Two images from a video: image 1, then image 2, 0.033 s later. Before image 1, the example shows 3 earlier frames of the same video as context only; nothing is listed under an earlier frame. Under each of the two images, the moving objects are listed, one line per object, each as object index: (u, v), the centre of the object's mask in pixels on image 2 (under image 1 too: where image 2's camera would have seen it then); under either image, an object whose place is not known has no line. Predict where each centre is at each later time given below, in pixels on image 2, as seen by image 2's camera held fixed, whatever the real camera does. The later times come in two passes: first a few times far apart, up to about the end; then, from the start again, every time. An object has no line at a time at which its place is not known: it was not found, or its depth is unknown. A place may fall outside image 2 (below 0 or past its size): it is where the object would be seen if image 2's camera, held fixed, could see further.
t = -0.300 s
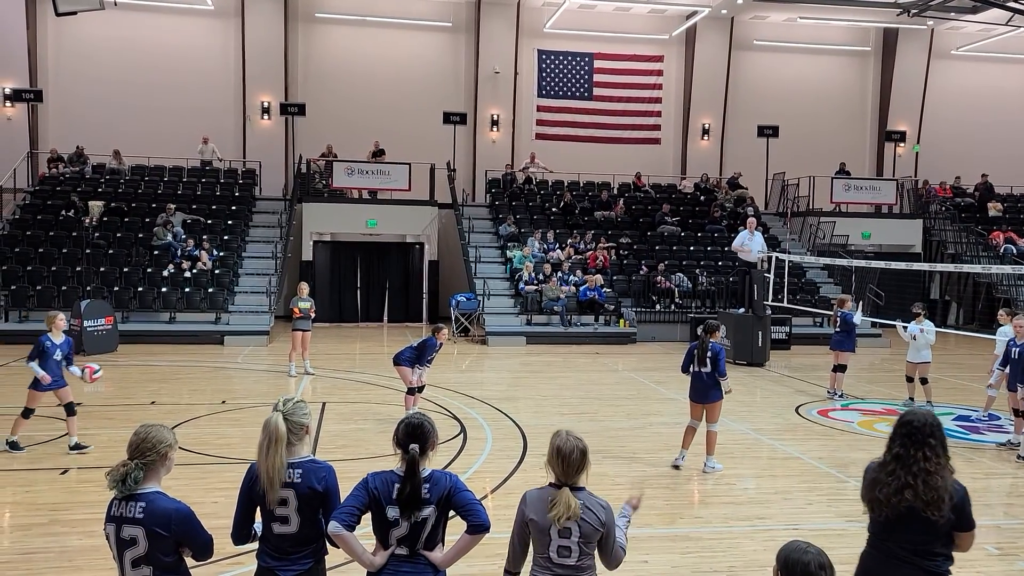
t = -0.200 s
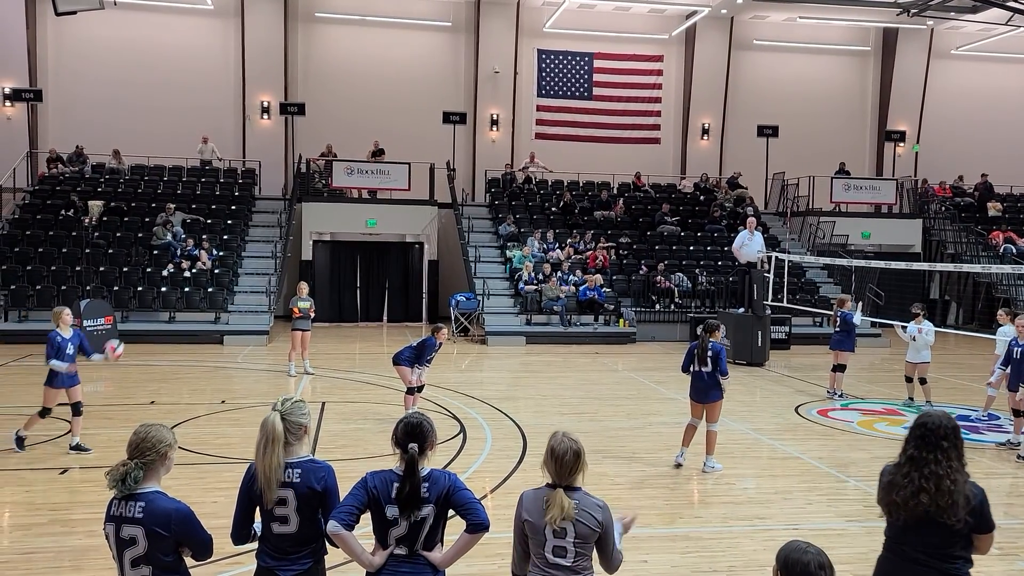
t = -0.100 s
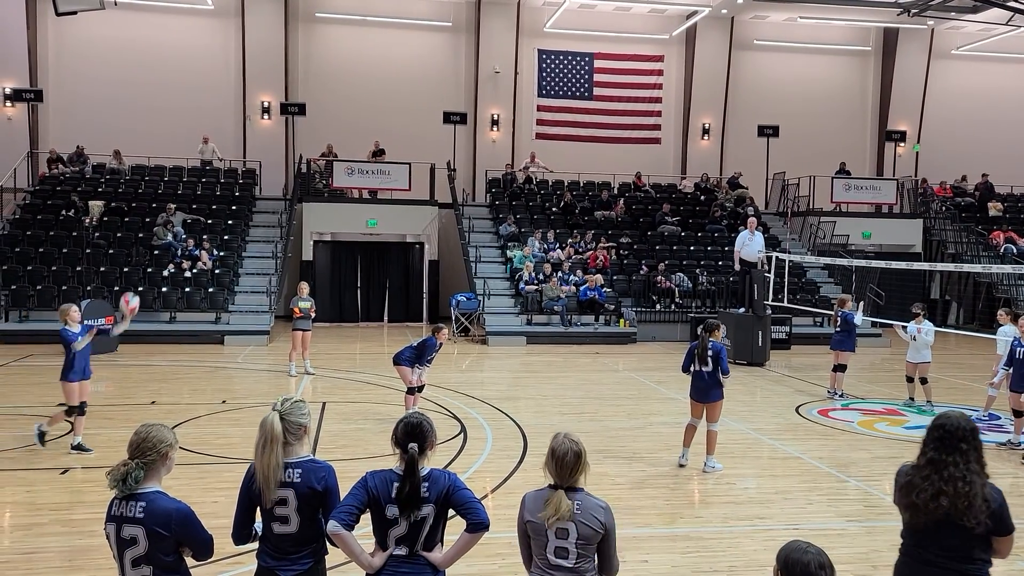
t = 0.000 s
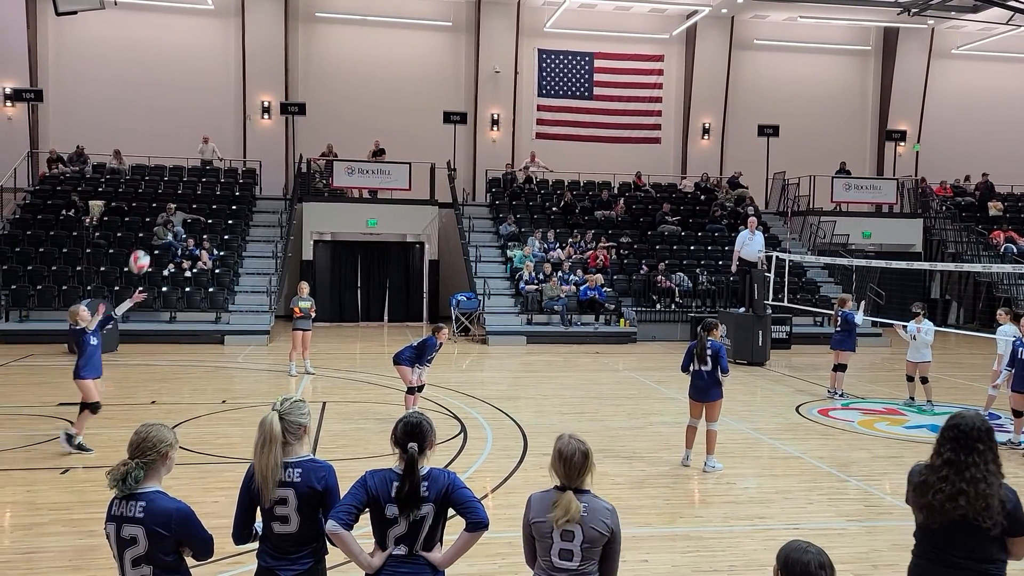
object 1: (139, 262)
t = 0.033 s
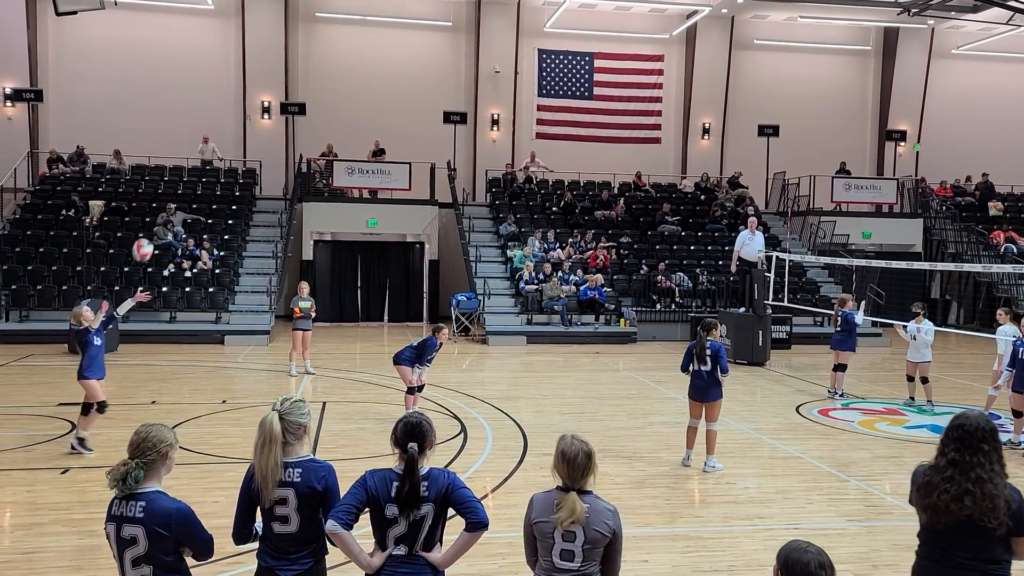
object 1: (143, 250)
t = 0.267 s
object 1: (165, 194)
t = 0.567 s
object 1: (193, 194)
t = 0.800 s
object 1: (212, 246)
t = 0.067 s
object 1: (146, 239)
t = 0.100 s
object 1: (149, 229)
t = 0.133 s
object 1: (152, 220)
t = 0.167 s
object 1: (155, 212)
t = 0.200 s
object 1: (158, 205)
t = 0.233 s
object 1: (161, 199)
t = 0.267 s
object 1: (165, 194)
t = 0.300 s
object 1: (168, 190)
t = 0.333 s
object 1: (171, 187)
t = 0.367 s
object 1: (174, 185)
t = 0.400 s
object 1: (177, 184)
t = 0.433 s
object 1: (180, 184)
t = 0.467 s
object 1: (184, 185)
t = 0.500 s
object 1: (187, 187)
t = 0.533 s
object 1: (190, 190)
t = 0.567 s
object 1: (193, 194)
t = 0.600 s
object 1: (196, 198)
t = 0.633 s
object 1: (199, 204)
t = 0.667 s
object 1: (202, 211)
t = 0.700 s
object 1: (205, 219)
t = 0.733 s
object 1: (207, 227)
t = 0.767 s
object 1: (209, 236)
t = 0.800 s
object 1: (212, 246)
